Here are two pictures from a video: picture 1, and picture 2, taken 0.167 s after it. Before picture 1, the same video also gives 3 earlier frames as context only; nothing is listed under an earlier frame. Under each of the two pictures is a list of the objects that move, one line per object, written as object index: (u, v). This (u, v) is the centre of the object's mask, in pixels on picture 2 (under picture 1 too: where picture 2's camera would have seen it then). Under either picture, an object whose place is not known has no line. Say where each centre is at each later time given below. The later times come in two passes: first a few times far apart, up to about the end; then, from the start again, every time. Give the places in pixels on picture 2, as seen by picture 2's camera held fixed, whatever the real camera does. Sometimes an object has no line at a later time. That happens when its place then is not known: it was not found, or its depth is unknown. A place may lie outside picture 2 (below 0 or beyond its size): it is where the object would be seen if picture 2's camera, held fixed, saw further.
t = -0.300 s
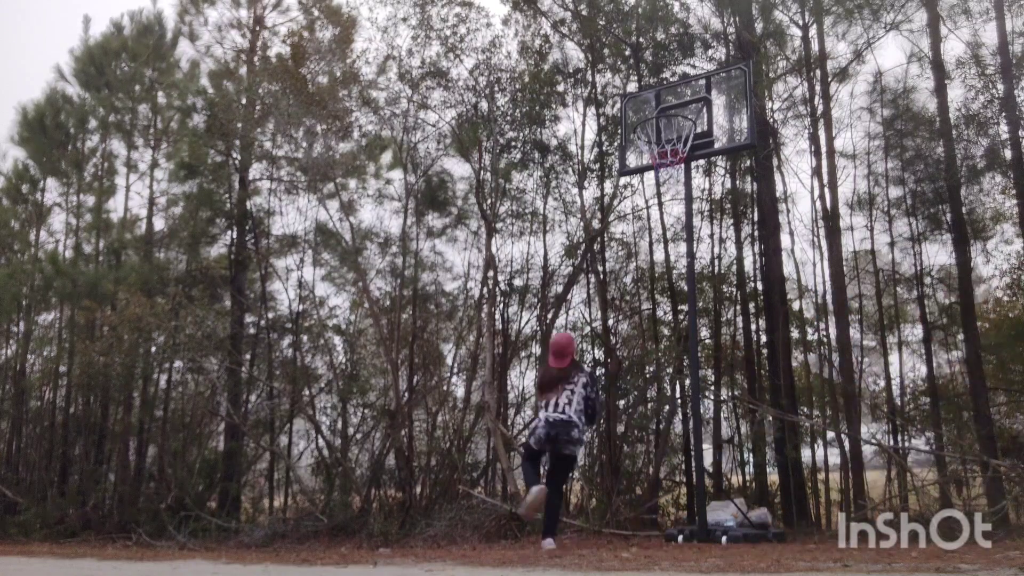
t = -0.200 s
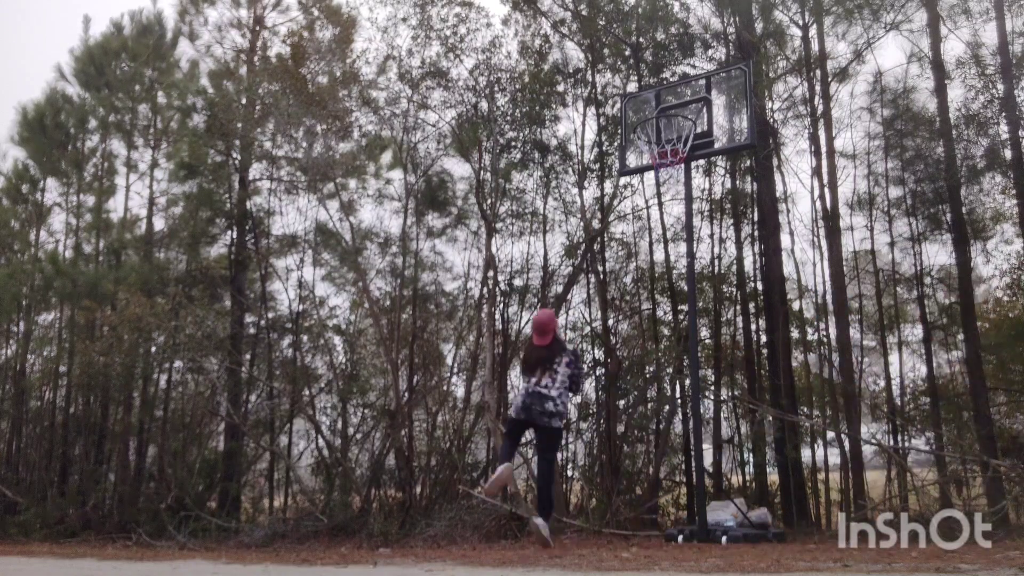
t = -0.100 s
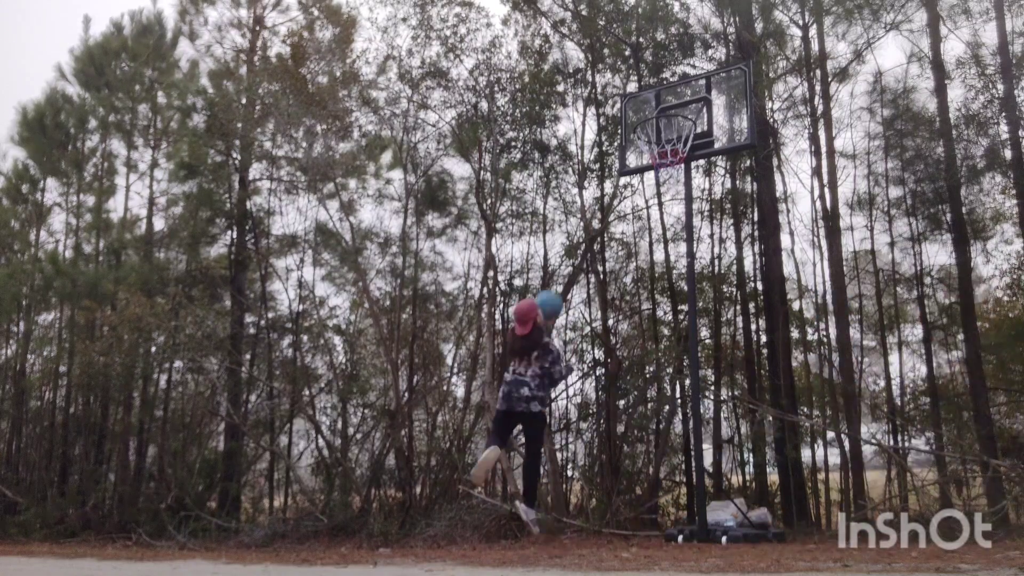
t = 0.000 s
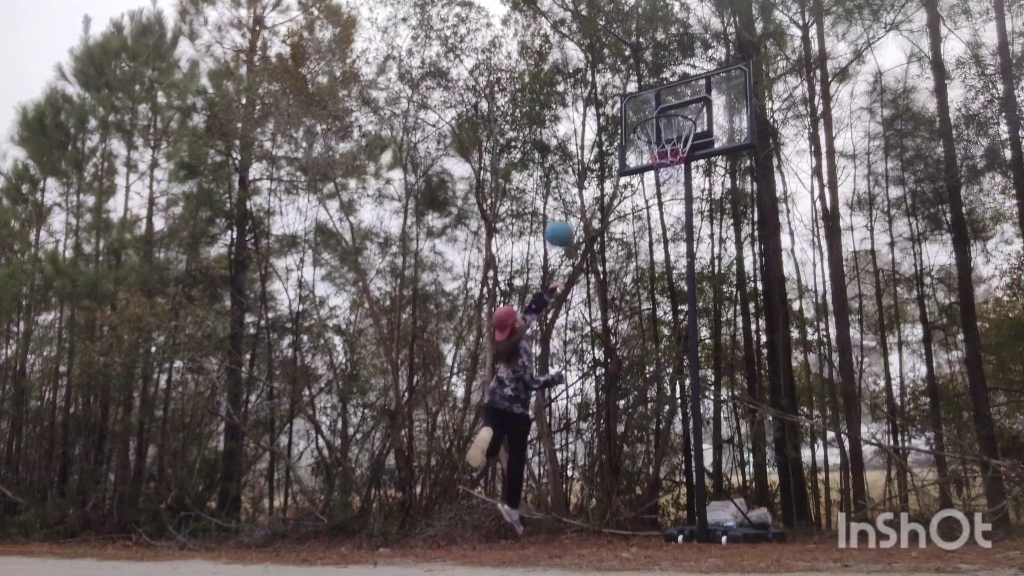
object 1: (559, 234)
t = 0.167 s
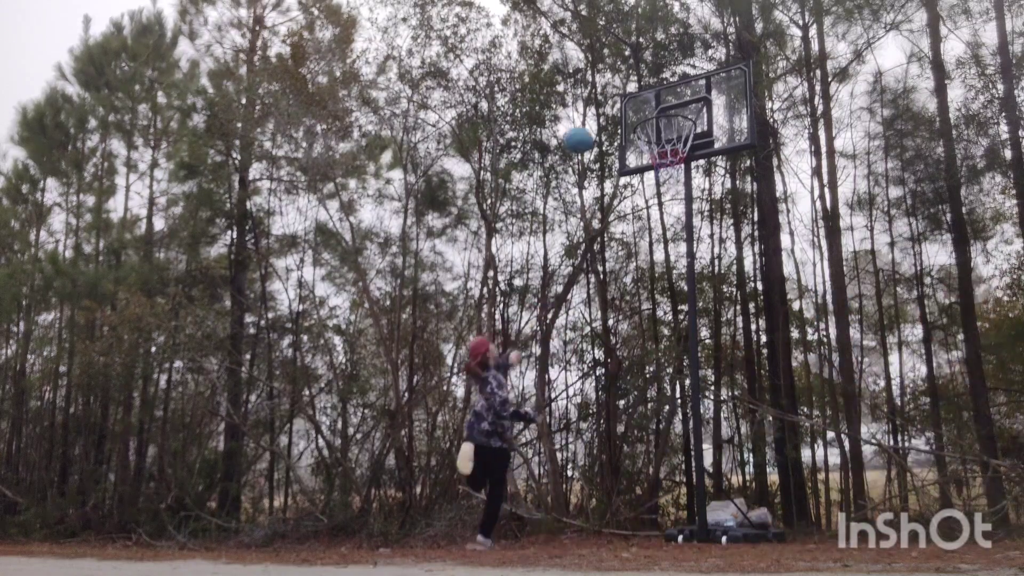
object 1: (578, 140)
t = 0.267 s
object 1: (592, 98)
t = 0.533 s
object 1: (627, 42)
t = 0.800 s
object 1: (672, 57)
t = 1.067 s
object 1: (693, 44)
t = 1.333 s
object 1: (721, 87)
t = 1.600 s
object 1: (748, 207)
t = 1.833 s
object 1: (784, 389)
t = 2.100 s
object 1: (825, 475)
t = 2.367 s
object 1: (852, 423)
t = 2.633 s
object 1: (884, 467)
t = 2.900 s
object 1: (861, 503)
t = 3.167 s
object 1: (809, 522)
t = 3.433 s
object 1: (788, 516)
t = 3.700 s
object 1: (792, 529)
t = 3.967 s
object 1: (783, 530)
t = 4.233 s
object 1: (777, 528)
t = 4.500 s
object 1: (785, 529)
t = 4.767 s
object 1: (794, 530)
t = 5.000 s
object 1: (797, 530)
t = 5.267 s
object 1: (793, 531)
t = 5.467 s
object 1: (787, 531)
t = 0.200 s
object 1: (583, 124)
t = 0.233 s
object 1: (587, 110)
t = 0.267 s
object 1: (592, 98)
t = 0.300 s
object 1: (595, 88)
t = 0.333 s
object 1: (600, 76)
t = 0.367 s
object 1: (604, 67)
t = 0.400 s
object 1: (608, 59)
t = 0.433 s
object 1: (614, 53)
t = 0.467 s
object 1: (618, 48)
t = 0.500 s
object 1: (623, 44)
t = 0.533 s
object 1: (627, 42)
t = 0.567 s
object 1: (633, 38)
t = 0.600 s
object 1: (638, 37)
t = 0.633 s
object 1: (643, 37)
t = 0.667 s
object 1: (649, 38)
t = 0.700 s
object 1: (655, 42)
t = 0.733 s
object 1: (660, 46)
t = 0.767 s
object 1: (665, 51)
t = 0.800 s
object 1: (672, 57)
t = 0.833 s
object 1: (678, 65)
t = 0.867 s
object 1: (680, 62)
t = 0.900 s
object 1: (682, 56)
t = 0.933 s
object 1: (684, 51)
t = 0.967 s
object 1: (687, 48)
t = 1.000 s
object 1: (689, 44)
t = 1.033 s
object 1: (692, 44)
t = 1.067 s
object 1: (693, 44)
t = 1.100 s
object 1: (696, 45)
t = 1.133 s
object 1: (699, 46)
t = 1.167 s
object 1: (702, 49)
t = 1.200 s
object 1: (705, 54)
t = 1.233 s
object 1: (708, 59)
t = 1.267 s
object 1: (711, 63)
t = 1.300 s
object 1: (714, 65)
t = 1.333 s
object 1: (721, 87)
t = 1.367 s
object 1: (723, 96)
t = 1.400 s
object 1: (725, 109)
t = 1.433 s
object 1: (729, 122)
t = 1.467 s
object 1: (731, 133)
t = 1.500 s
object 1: (738, 152)
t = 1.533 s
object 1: (740, 168)
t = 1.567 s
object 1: (745, 188)
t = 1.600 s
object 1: (748, 207)
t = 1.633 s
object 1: (753, 228)
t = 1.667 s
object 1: (758, 251)
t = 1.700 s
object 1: (764, 276)
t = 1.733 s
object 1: (768, 301)
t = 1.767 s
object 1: (774, 328)
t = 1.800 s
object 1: (778, 358)
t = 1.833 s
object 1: (784, 389)
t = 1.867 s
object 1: (790, 420)
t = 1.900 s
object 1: (796, 457)
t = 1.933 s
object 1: (803, 493)
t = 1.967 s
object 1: (810, 527)
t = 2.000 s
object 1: (815, 521)
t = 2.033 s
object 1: (818, 504)
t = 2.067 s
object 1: (821, 488)
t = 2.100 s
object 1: (825, 475)
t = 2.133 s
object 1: (829, 462)
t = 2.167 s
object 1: (833, 451)
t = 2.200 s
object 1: (837, 441)
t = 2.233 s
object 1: (841, 434)
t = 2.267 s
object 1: (843, 429)
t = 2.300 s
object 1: (846, 425)
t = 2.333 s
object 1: (848, 424)
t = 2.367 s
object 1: (852, 423)
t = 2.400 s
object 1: (856, 423)
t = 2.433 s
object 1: (859, 425)
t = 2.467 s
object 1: (863, 429)
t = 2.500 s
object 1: (867, 435)
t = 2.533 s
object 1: (872, 442)
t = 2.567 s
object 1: (876, 450)
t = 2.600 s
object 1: (880, 459)
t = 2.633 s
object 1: (884, 467)
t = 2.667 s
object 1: (883, 473)
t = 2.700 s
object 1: (882, 477)
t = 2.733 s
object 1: (880, 480)
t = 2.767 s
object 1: (876, 484)
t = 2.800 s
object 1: (872, 489)
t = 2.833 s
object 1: (868, 493)
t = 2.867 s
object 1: (865, 497)
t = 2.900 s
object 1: (861, 503)
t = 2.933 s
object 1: (857, 508)
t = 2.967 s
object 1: (852, 509)
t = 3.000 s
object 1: (844, 510)
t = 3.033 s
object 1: (836, 511)
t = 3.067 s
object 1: (828, 512)
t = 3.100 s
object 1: (822, 515)
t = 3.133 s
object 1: (816, 519)
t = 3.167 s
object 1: (809, 522)
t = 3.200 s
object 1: (804, 525)
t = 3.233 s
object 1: (800, 524)
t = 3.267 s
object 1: (797, 521)
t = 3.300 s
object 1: (795, 518)
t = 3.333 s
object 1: (793, 517)
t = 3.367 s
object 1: (790, 517)
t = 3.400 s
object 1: (788, 517)
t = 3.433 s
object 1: (788, 516)
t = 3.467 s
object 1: (788, 516)
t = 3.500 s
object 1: (788, 517)
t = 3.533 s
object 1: (789, 519)
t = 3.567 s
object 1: (790, 520)
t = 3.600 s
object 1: (791, 520)
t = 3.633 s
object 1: (791, 523)
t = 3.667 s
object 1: (792, 527)
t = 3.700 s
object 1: (792, 529)
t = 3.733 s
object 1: (792, 529)
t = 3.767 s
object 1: (791, 529)
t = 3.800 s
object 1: (789, 530)
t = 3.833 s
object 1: (788, 530)
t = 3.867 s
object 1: (787, 530)
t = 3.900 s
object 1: (786, 530)
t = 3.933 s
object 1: (784, 530)
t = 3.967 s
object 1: (783, 530)
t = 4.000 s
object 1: (782, 530)
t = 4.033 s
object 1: (780, 529)
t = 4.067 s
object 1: (780, 529)
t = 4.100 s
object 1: (779, 529)
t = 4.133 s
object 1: (778, 528)
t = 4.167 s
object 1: (778, 528)
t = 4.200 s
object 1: (777, 528)
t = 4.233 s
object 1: (777, 528)
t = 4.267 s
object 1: (777, 528)
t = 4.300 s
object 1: (778, 528)
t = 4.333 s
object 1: (779, 528)
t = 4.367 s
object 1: (779, 528)
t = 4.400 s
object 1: (780, 528)
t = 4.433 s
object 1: (781, 528)
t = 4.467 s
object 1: (783, 529)
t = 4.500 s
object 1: (785, 529)
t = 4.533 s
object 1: (786, 529)
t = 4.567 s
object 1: (788, 529)
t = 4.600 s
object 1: (789, 528)
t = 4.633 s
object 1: (790, 529)
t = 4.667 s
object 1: (791, 529)
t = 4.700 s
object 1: (792, 529)
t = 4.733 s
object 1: (794, 529)
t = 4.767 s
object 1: (794, 530)
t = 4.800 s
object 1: (795, 530)
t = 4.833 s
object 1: (797, 530)
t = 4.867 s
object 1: (797, 530)
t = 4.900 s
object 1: (797, 530)
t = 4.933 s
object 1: (797, 530)
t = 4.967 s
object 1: (797, 530)
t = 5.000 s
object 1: (797, 530)
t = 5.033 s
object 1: (797, 530)
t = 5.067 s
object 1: (796, 530)
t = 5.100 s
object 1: (796, 530)
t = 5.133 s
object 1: (796, 530)
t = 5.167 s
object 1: (796, 531)
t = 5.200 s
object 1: (795, 531)
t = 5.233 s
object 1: (794, 531)
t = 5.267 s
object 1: (793, 531)
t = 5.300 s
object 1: (792, 531)
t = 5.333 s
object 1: (791, 531)
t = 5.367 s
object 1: (790, 531)
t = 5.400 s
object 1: (788, 531)
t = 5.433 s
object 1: (788, 531)
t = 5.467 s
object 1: (787, 531)
